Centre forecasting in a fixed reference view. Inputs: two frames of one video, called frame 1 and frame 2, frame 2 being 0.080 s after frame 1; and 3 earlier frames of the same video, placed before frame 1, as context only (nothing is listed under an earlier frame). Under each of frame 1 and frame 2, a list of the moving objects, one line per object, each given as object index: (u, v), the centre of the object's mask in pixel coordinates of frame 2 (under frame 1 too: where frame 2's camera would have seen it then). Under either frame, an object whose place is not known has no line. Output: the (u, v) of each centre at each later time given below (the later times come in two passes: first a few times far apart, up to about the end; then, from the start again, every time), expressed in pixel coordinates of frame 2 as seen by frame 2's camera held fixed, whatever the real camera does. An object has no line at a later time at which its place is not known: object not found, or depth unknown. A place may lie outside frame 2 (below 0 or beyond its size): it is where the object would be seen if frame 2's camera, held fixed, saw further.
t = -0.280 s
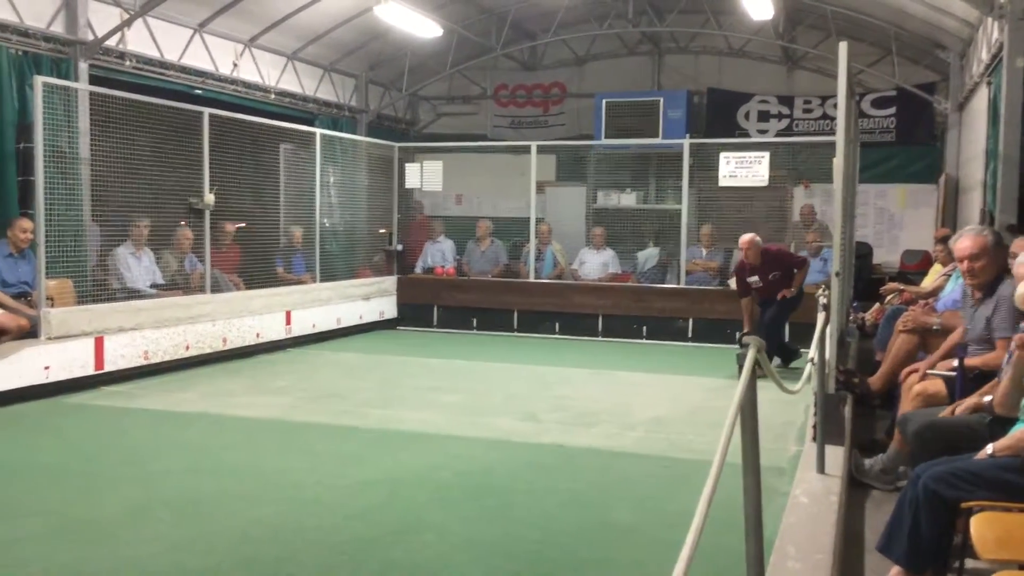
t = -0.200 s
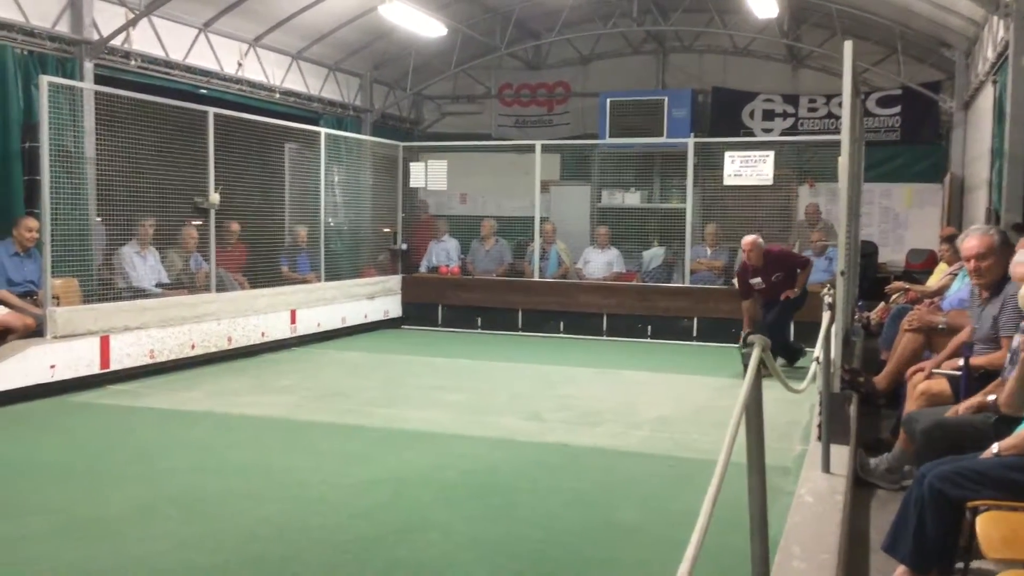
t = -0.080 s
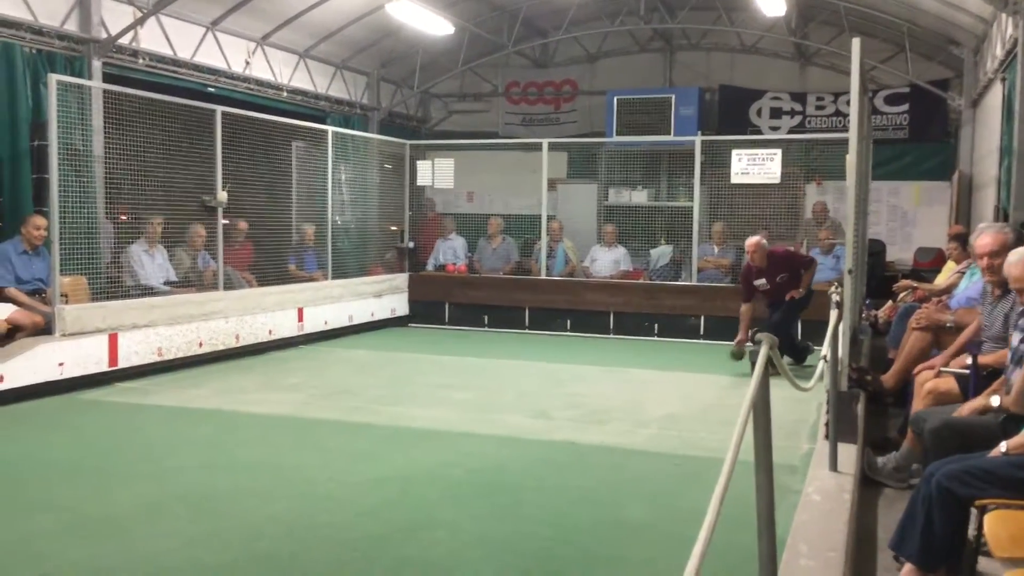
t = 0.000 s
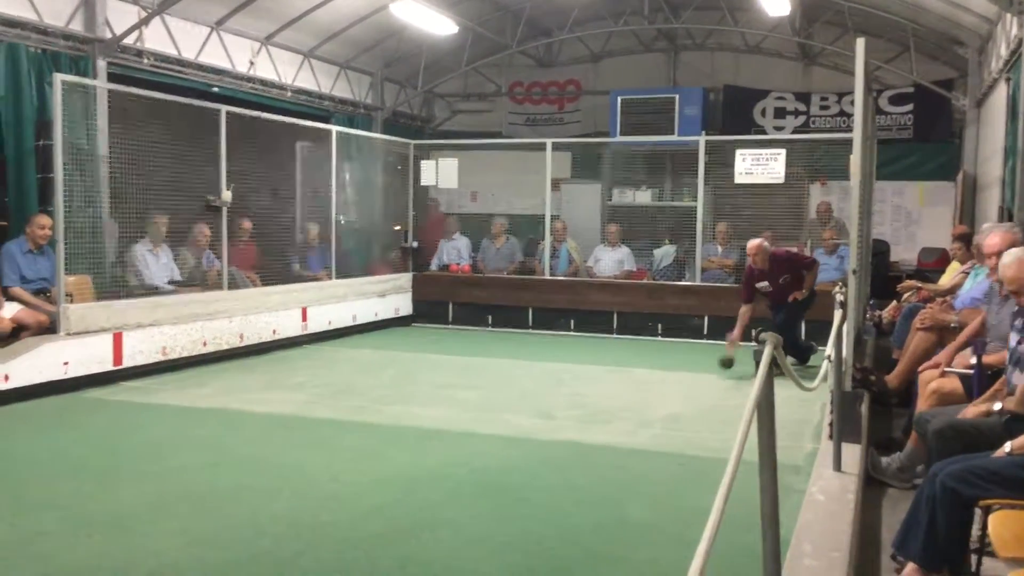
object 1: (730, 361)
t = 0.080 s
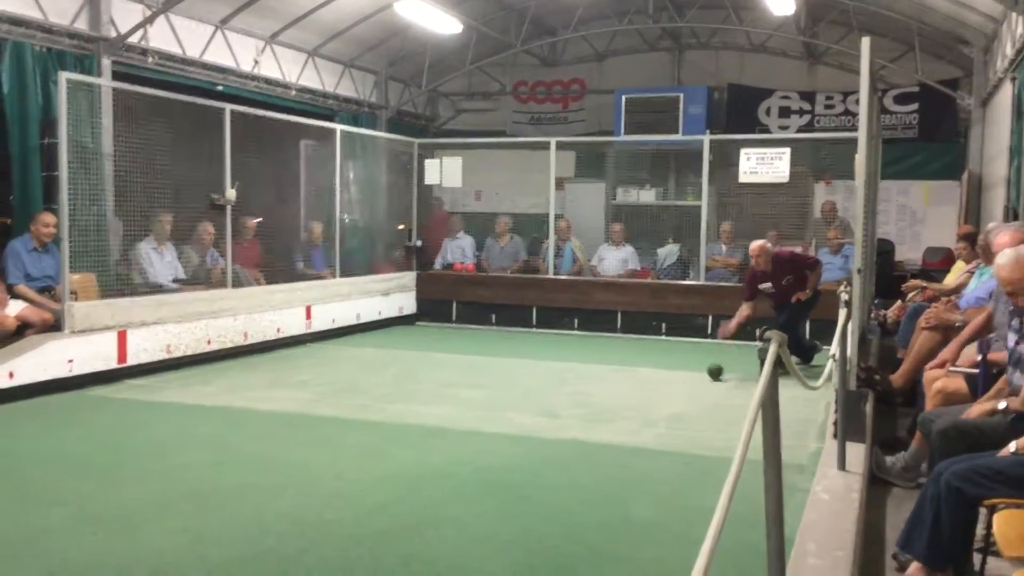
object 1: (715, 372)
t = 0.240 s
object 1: (689, 377)
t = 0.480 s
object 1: (646, 386)
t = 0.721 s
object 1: (598, 395)
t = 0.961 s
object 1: (546, 406)
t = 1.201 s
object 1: (486, 418)
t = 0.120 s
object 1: (708, 372)
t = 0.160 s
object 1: (702, 374)
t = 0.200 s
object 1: (696, 376)
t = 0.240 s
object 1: (689, 377)
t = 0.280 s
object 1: (682, 379)
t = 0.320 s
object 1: (675, 380)
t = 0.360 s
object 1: (668, 381)
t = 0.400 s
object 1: (661, 383)
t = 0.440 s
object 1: (653, 384)
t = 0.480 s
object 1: (646, 386)
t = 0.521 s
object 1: (638, 387)
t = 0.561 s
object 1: (631, 389)
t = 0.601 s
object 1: (623, 391)
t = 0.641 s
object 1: (615, 392)
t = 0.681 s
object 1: (607, 394)
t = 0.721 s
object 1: (598, 395)
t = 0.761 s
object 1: (590, 397)
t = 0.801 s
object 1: (582, 399)
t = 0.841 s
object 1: (573, 400)
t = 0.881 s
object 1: (564, 402)
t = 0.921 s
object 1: (555, 404)
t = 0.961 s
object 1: (546, 406)
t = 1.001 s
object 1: (536, 408)
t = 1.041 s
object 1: (527, 410)
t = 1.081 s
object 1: (517, 412)
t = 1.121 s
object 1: (507, 414)
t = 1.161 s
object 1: (496, 416)
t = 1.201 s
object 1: (486, 418)
